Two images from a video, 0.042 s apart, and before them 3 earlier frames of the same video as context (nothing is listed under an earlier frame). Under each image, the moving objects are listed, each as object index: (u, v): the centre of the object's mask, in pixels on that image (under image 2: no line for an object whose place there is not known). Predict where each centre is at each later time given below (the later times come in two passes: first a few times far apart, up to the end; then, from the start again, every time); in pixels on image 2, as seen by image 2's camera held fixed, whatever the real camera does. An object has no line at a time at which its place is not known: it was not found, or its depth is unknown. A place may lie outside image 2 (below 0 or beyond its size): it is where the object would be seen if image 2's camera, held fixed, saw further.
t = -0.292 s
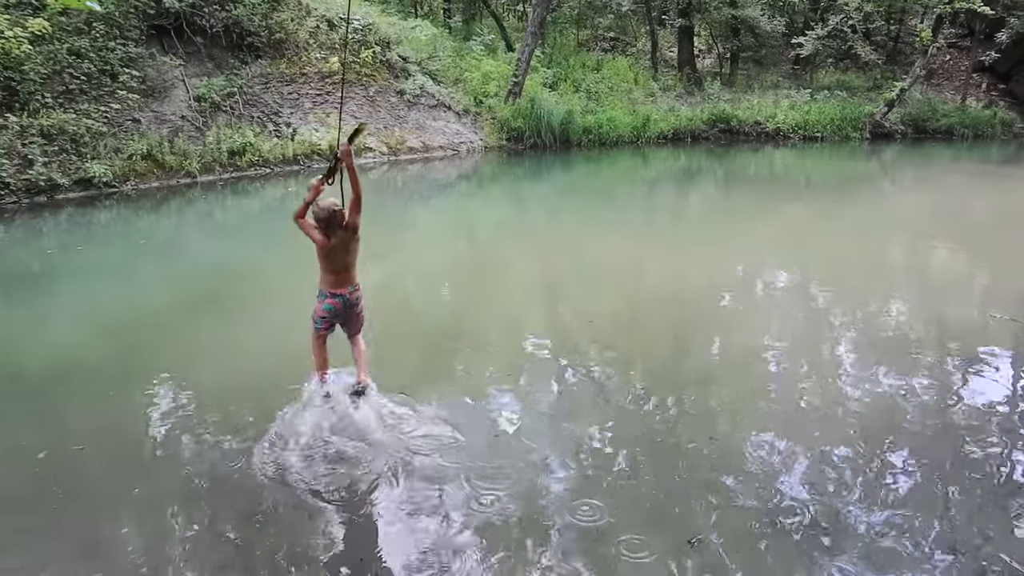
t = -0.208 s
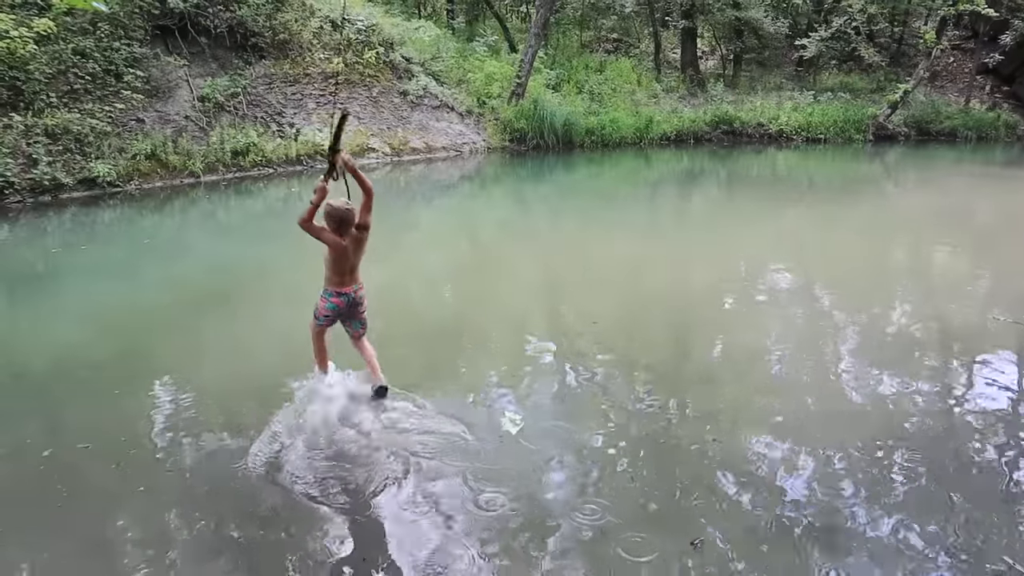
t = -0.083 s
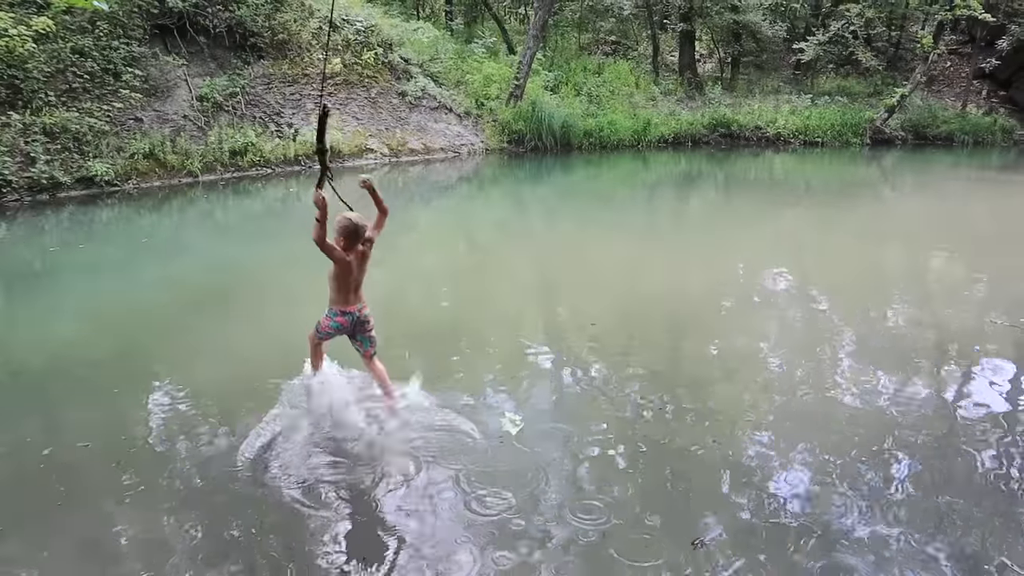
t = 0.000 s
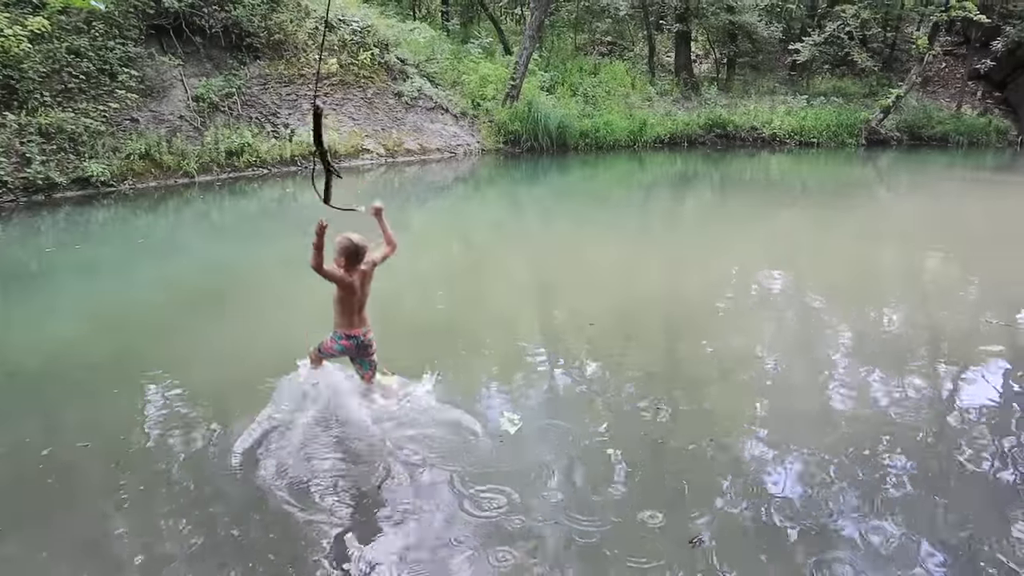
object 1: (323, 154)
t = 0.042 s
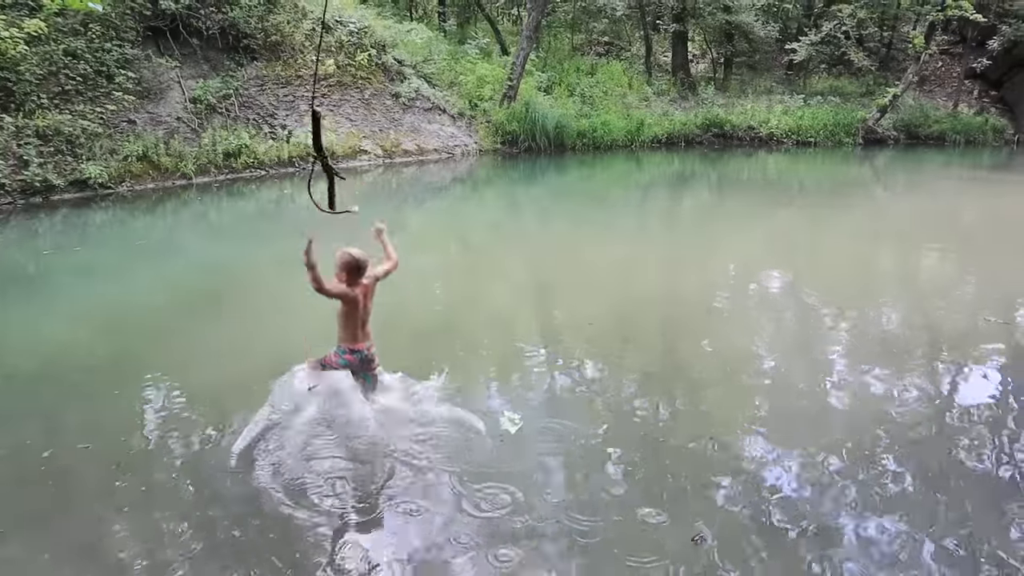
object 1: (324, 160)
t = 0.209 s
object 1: (340, 187)
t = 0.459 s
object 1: (394, 226)
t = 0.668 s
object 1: (463, 248)
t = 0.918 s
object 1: (582, 249)
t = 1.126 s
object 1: (696, 234)
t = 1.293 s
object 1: (770, 213)
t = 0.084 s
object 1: (328, 166)
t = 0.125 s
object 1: (332, 172)
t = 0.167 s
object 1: (336, 181)
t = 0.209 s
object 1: (340, 187)
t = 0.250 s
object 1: (346, 196)
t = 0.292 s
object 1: (353, 202)
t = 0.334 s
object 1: (362, 208)
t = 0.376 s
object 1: (370, 212)
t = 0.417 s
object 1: (382, 219)
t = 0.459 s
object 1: (394, 226)
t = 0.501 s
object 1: (406, 230)
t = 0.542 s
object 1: (418, 233)
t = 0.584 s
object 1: (433, 238)
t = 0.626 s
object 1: (447, 243)
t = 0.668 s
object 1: (463, 248)
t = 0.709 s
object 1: (481, 249)
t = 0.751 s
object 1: (500, 249)
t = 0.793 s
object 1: (518, 249)
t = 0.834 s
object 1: (539, 249)
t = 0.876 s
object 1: (560, 249)
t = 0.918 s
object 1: (582, 249)
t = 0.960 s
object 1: (604, 245)
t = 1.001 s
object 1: (627, 244)
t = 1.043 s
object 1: (651, 241)
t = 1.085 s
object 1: (674, 238)
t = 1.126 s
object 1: (696, 234)
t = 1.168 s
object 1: (717, 226)
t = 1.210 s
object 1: (738, 219)
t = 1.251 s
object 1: (756, 215)
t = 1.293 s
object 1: (770, 213)
